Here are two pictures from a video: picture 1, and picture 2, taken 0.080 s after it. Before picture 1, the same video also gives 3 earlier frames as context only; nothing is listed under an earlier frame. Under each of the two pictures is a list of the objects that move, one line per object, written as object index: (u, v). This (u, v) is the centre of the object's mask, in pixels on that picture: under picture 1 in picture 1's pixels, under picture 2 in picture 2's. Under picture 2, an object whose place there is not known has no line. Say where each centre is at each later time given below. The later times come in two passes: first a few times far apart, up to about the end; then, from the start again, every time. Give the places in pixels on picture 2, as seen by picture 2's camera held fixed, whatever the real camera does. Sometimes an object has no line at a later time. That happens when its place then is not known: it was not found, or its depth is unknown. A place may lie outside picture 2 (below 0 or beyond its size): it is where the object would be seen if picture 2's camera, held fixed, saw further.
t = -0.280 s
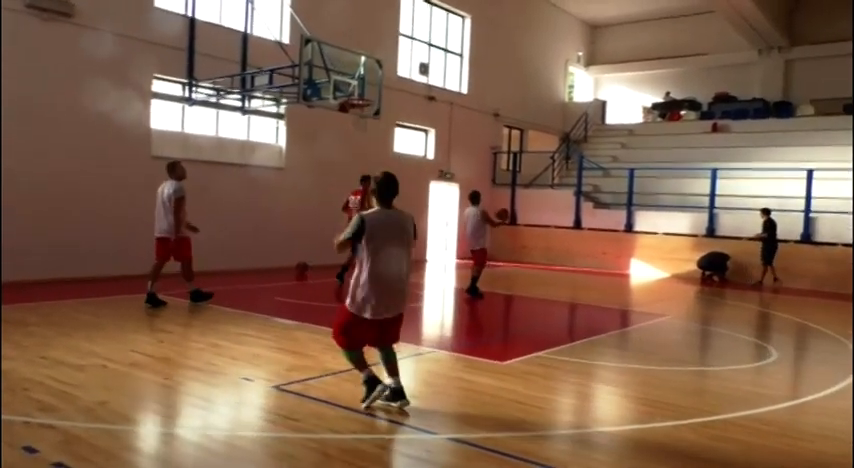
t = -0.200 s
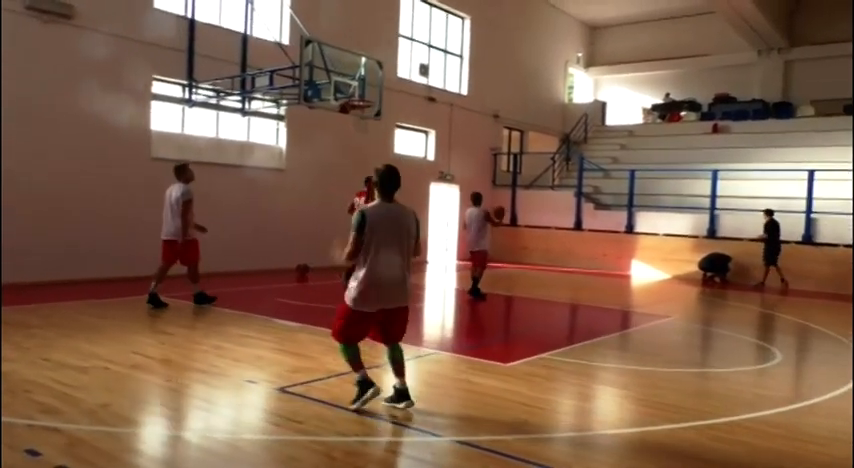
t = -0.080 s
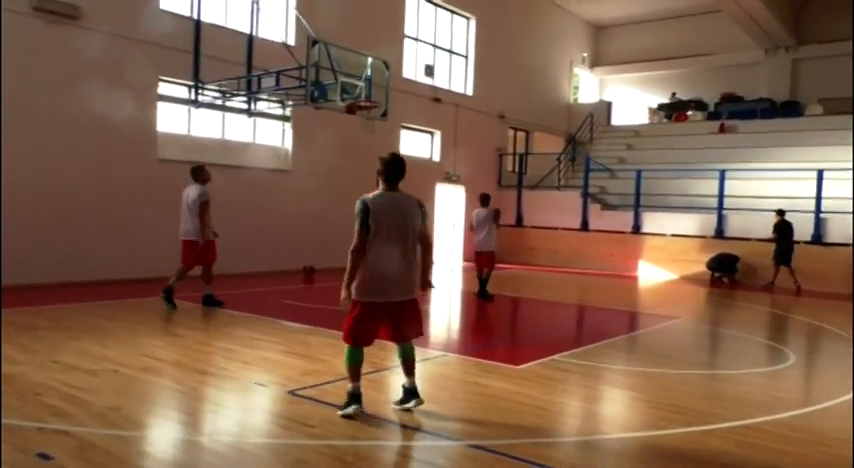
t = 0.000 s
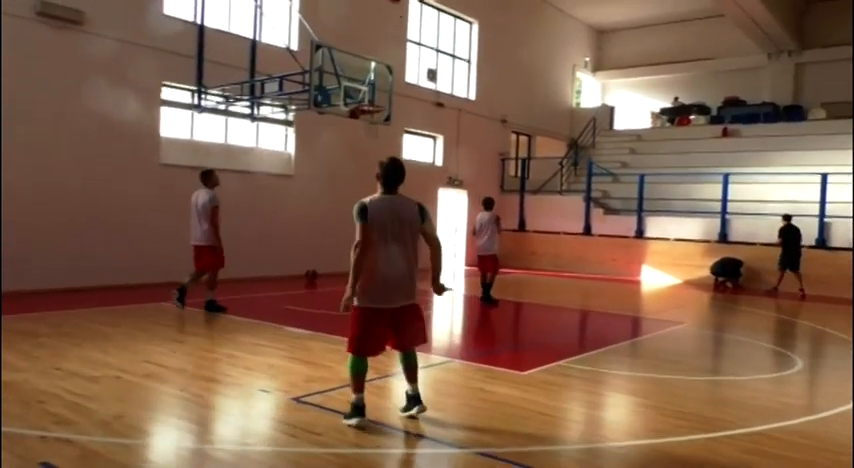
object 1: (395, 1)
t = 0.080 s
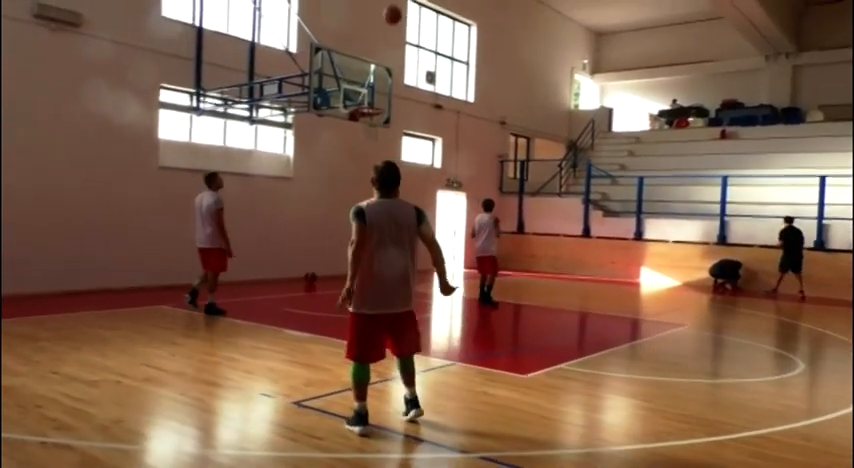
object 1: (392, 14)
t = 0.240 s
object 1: (391, 63)
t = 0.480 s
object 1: (406, 91)
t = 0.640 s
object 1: (430, 87)
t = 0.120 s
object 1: (392, 26)
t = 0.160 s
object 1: (392, 38)
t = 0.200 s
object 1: (391, 50)
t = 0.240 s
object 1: (391, 63)
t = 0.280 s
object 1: (390, 76)
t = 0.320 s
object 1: (389, 90)
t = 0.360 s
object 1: (389, 102)
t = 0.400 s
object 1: (394, 99)
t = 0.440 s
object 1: (400, 94)
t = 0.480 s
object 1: (406, 91)
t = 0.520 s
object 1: (412, 89)
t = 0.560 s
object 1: (418, 87)
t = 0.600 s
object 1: (424, 87)
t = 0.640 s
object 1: (430, 87)
